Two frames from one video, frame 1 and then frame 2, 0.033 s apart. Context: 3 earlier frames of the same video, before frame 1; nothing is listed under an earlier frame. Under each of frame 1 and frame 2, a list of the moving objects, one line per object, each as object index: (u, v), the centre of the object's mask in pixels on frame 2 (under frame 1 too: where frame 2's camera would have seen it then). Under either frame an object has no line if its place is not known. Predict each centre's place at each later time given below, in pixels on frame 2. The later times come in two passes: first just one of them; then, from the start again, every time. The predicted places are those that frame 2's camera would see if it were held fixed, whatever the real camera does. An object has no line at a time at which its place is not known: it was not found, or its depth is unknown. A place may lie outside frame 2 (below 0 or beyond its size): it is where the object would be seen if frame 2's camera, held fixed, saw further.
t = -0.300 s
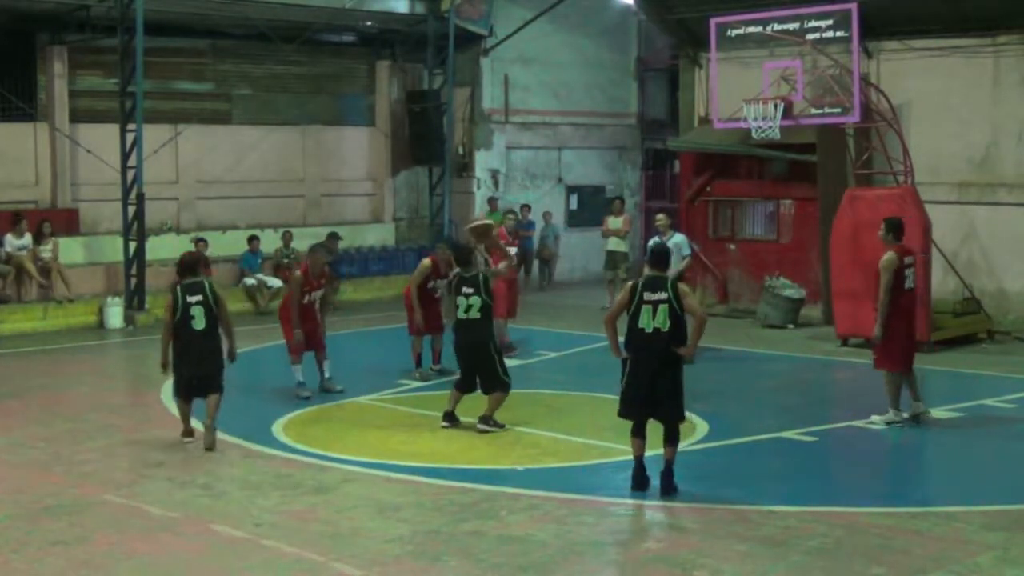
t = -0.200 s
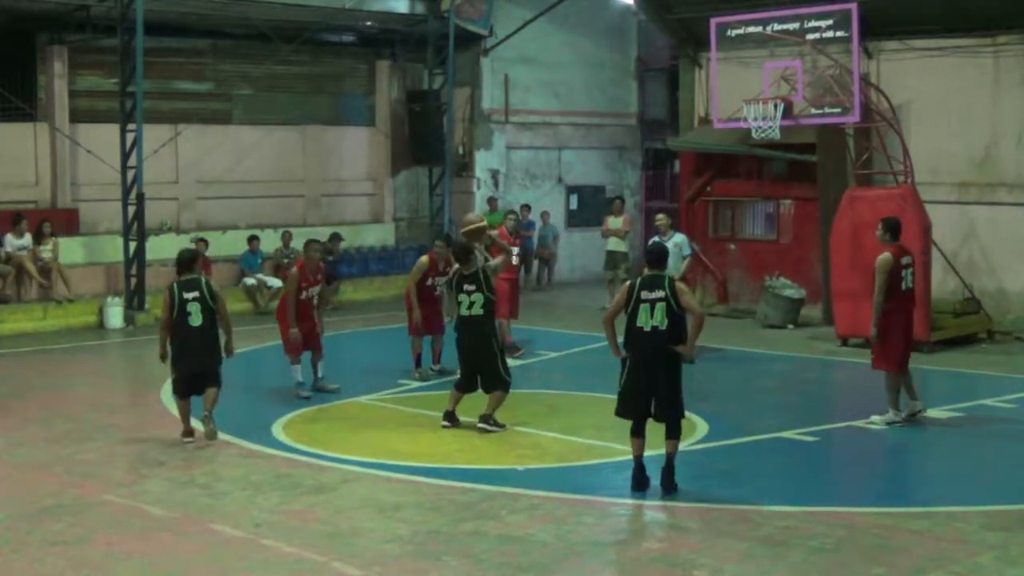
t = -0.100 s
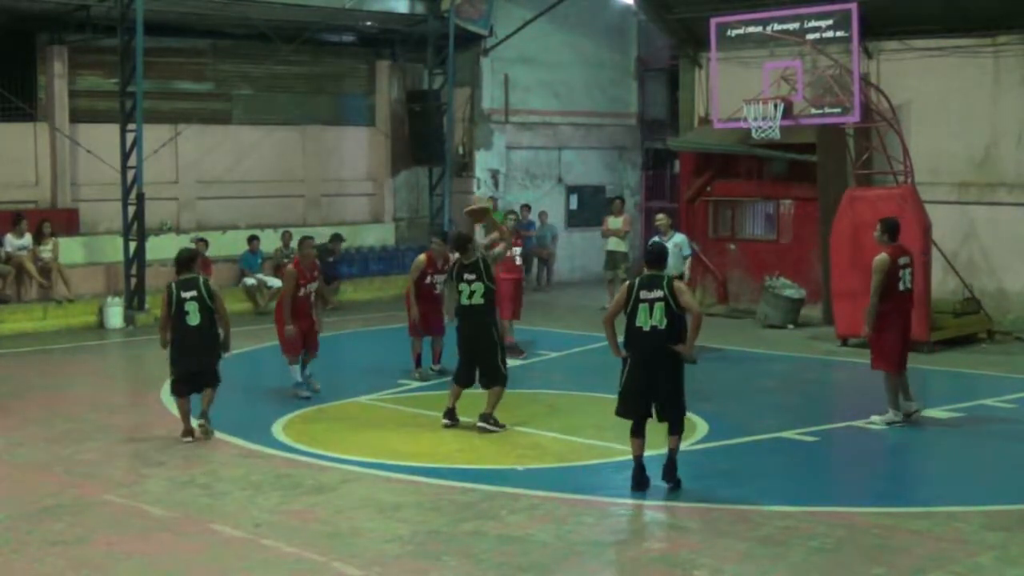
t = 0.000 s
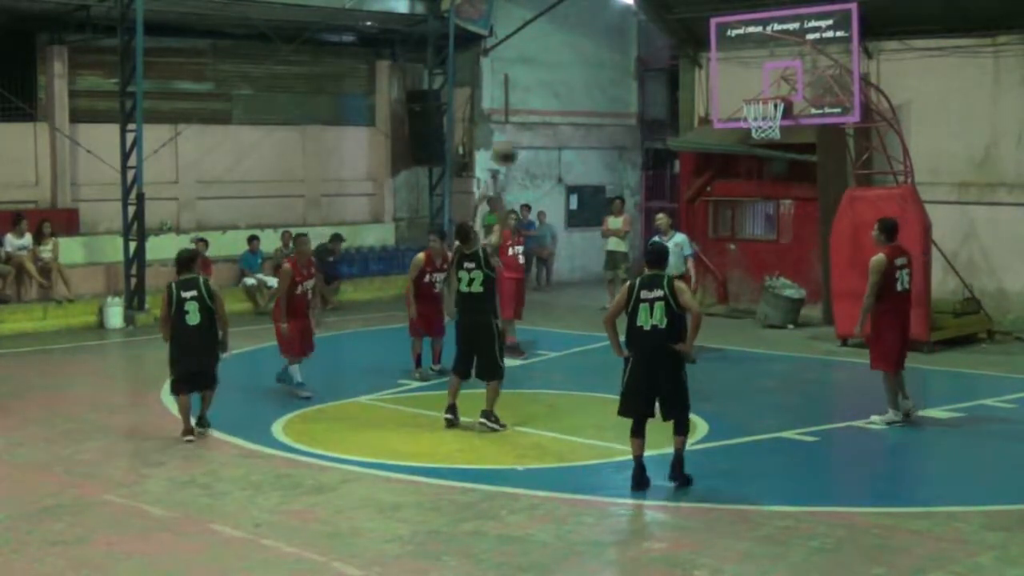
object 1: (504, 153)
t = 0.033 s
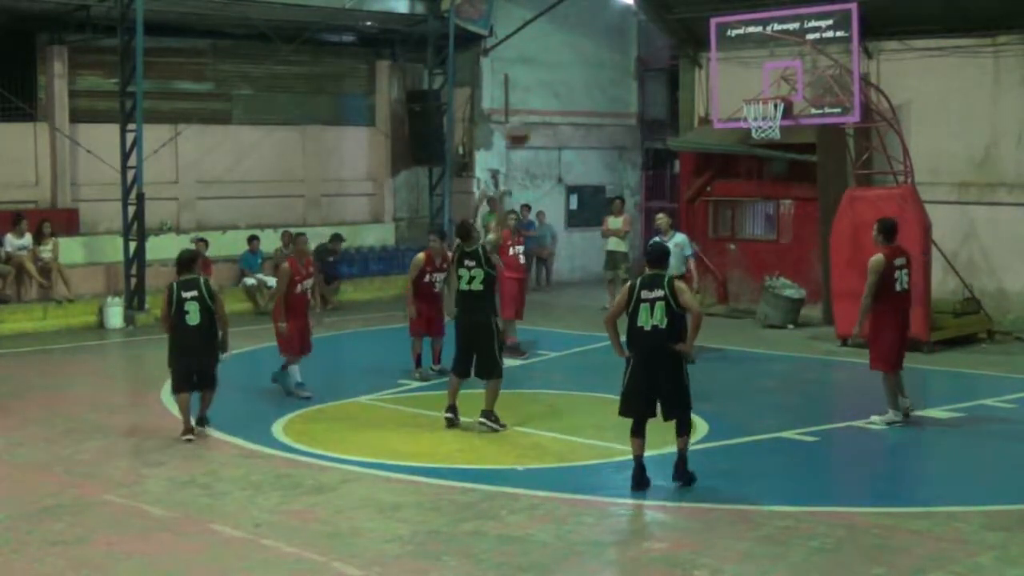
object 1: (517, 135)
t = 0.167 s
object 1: (564, 72)
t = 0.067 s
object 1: (530, 117)
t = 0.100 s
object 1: (541, 99)
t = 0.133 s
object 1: (552, 84)
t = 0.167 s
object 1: (564, 72)
